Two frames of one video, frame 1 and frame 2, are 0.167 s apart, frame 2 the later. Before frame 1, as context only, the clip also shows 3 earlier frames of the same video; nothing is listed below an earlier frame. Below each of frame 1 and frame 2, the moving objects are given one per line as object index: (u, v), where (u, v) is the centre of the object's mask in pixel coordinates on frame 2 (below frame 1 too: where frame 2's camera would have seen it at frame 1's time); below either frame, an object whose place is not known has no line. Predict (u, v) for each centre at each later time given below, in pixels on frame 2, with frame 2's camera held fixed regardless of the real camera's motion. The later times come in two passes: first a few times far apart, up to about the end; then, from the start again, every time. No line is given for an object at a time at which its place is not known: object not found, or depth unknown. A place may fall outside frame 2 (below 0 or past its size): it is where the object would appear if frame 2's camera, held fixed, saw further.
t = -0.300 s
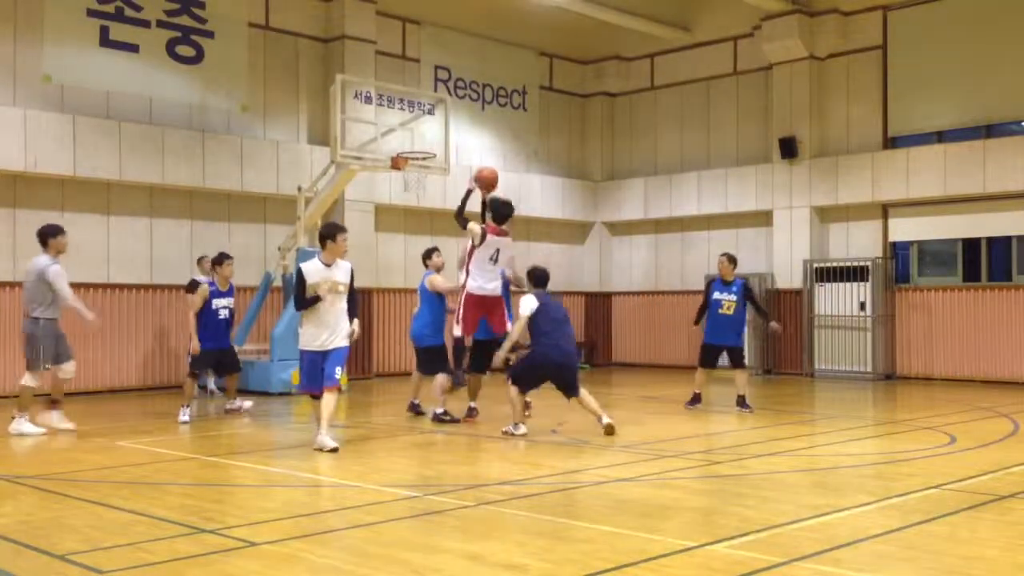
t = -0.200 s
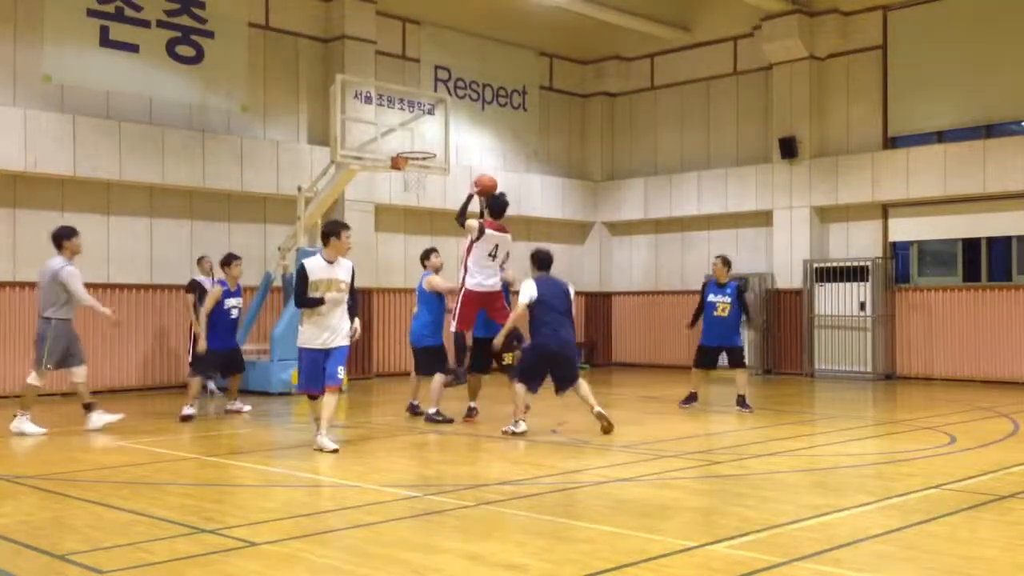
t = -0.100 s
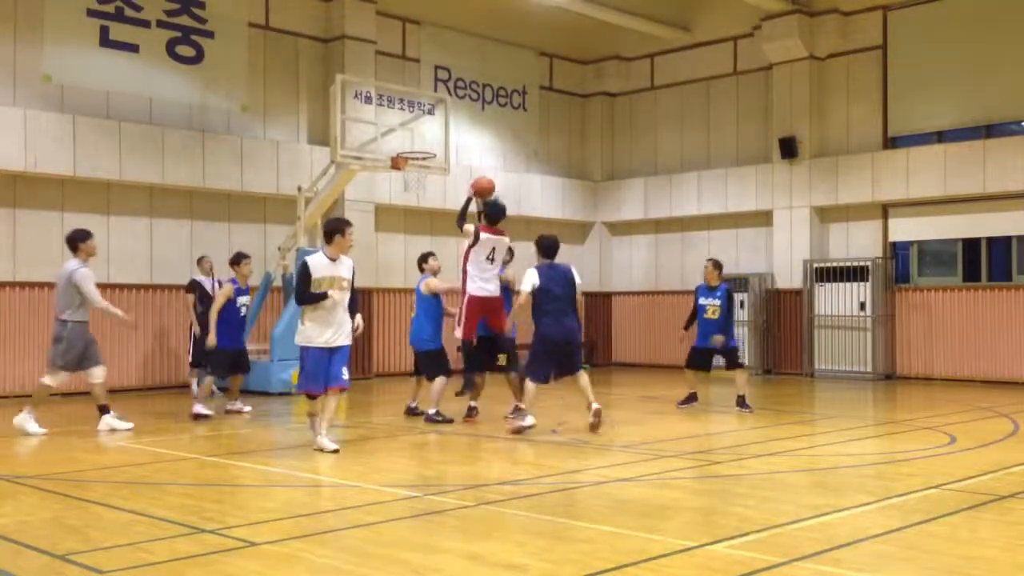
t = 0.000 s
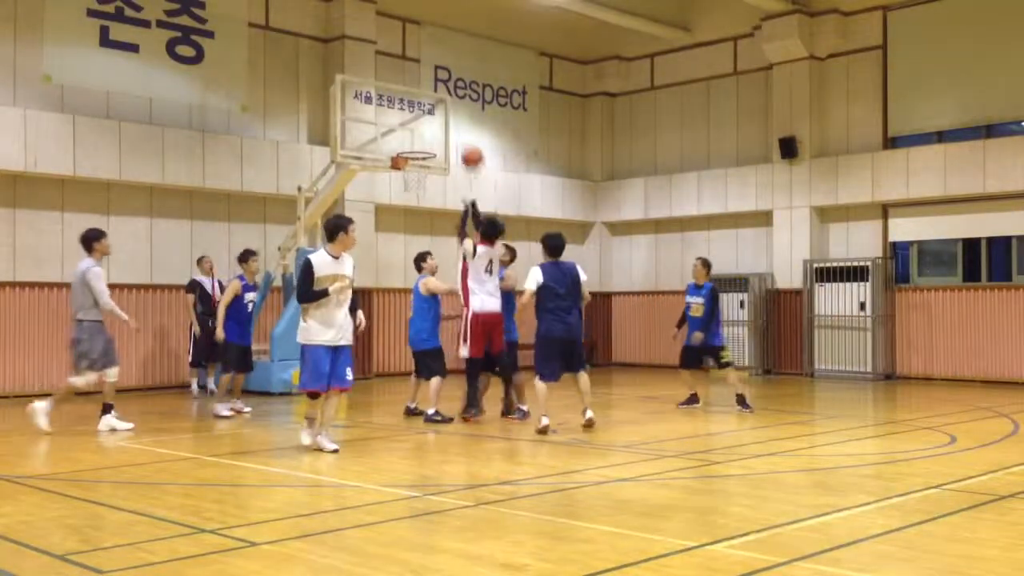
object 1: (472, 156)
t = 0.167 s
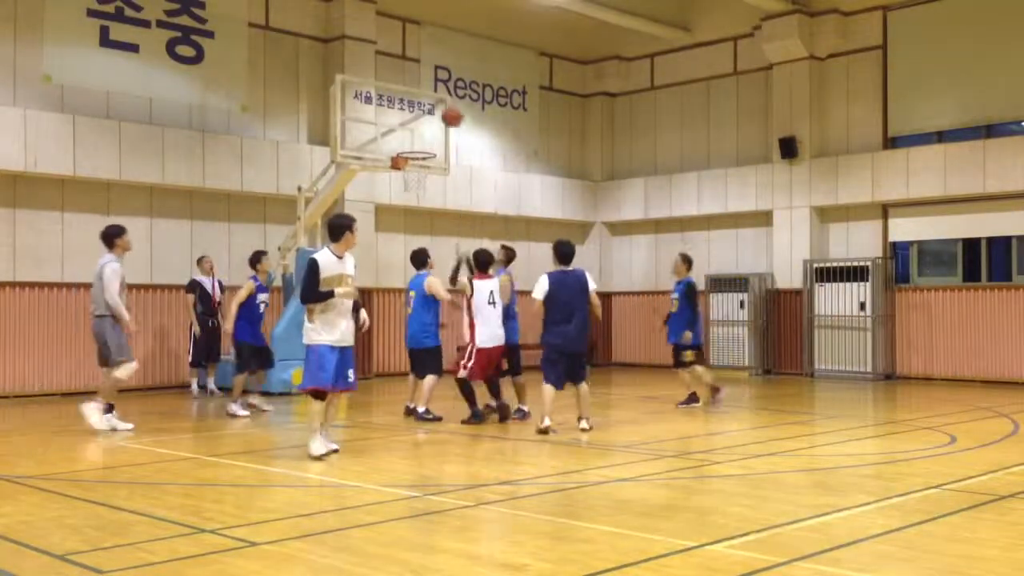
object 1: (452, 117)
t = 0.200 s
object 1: (448, 111)
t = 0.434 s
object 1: (425, 105)
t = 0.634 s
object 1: (405, 136)
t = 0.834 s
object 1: (400, 133)
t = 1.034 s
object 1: (409, 139)
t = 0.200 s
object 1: (448, 111)
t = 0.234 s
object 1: (445, 109)
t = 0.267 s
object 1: (440, 105)
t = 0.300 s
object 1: (437, 104)
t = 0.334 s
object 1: (435, 103)
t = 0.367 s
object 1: (432, 103)
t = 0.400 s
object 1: (427, 104)
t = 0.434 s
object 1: (425, 105)
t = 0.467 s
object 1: (420, 108)
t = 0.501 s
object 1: (417, 111)
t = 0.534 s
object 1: (414, 117)
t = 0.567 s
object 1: (411, 122)
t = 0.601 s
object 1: (407, 129)
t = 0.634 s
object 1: (405, 136)
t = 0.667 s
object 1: (402, 142)
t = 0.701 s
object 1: (401, 140)
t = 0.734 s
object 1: (400, 137)
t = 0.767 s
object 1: (400, 135)
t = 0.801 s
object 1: (400, 134)
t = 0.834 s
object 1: (400, 133)
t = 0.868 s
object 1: (400, 133)
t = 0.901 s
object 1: (400, 134)
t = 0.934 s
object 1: (401, 134)
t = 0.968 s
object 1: (404, 135)
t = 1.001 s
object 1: (407, 137)
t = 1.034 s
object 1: (409, 139)
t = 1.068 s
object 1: (412, 142)
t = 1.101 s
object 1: (414, 146)
